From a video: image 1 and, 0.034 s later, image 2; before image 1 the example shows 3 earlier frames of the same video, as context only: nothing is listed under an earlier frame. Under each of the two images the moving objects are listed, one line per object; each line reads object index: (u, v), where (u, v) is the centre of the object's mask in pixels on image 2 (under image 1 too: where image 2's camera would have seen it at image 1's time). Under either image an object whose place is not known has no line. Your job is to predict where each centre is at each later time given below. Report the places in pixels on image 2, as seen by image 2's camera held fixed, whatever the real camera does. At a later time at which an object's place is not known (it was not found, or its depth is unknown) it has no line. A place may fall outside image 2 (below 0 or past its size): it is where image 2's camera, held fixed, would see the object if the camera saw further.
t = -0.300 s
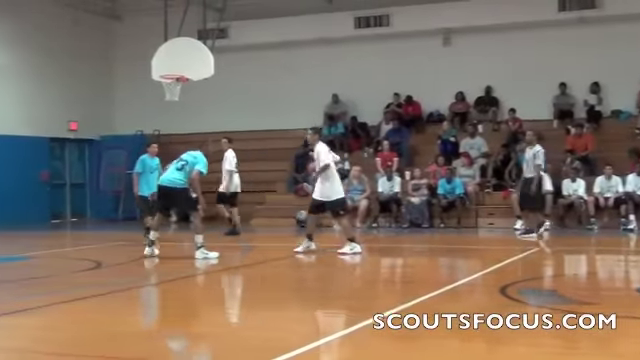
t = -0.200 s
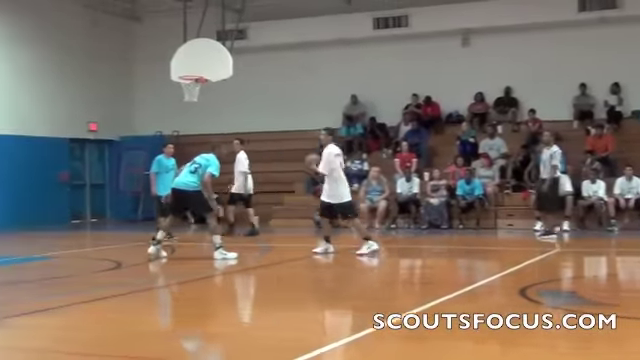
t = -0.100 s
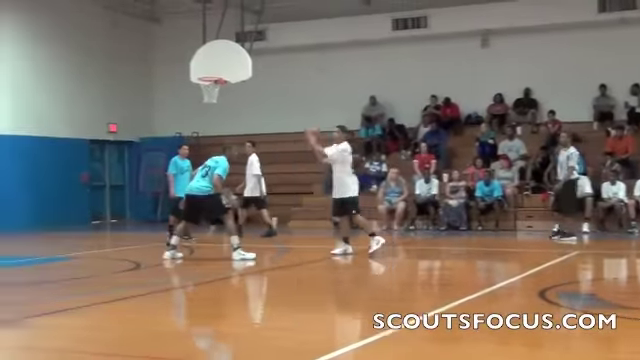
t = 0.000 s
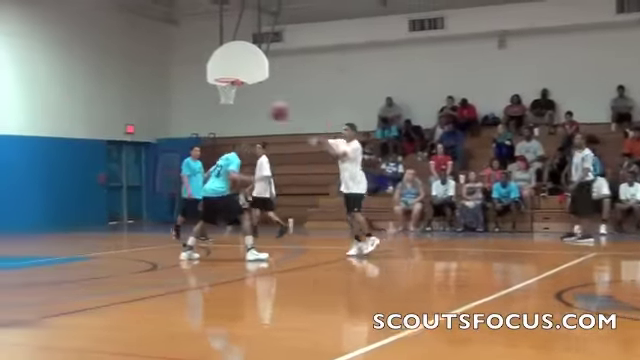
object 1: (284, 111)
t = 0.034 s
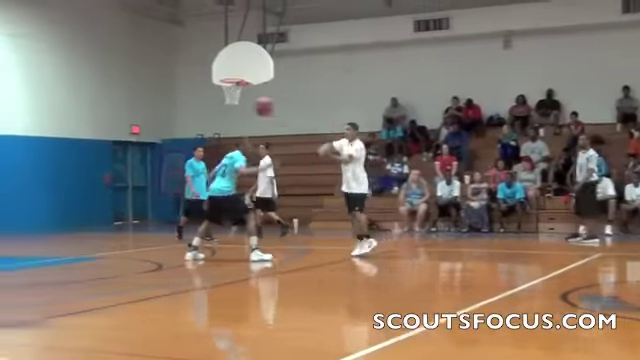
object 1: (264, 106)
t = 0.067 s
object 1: (243, 102)
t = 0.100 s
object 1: (220, 100)
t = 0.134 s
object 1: (198, 96)
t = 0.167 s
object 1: (173, 93)
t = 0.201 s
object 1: (148, 90)
